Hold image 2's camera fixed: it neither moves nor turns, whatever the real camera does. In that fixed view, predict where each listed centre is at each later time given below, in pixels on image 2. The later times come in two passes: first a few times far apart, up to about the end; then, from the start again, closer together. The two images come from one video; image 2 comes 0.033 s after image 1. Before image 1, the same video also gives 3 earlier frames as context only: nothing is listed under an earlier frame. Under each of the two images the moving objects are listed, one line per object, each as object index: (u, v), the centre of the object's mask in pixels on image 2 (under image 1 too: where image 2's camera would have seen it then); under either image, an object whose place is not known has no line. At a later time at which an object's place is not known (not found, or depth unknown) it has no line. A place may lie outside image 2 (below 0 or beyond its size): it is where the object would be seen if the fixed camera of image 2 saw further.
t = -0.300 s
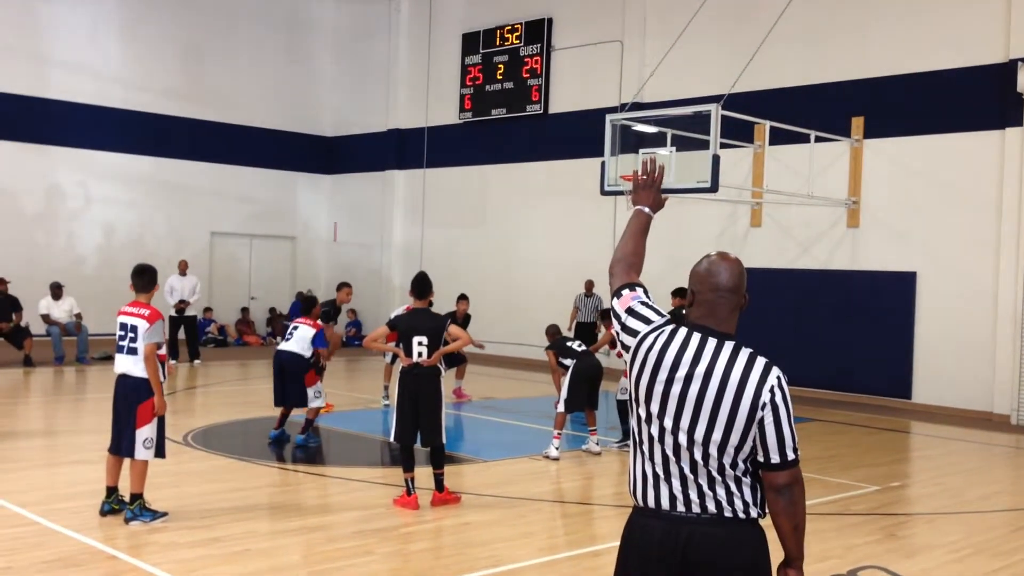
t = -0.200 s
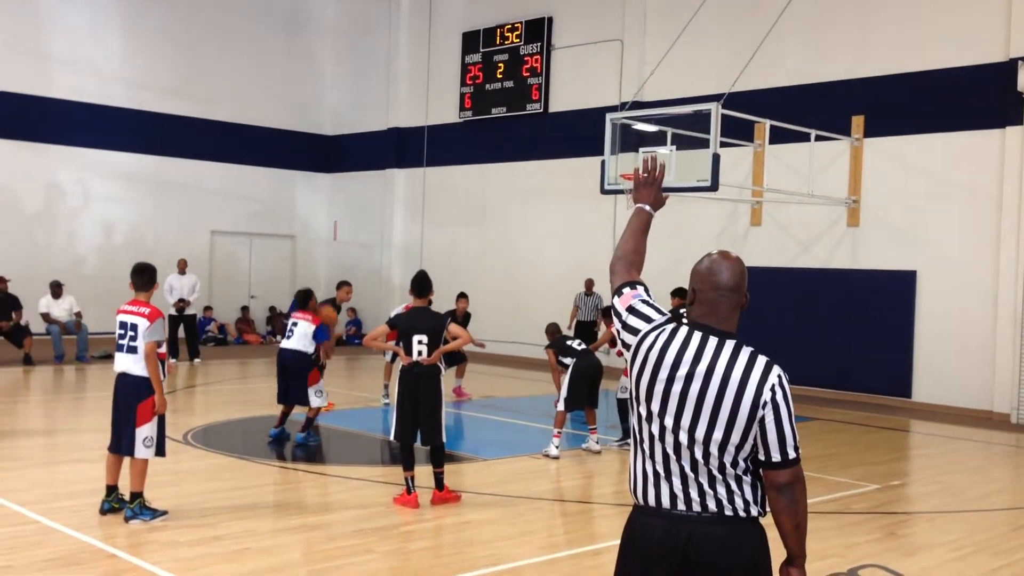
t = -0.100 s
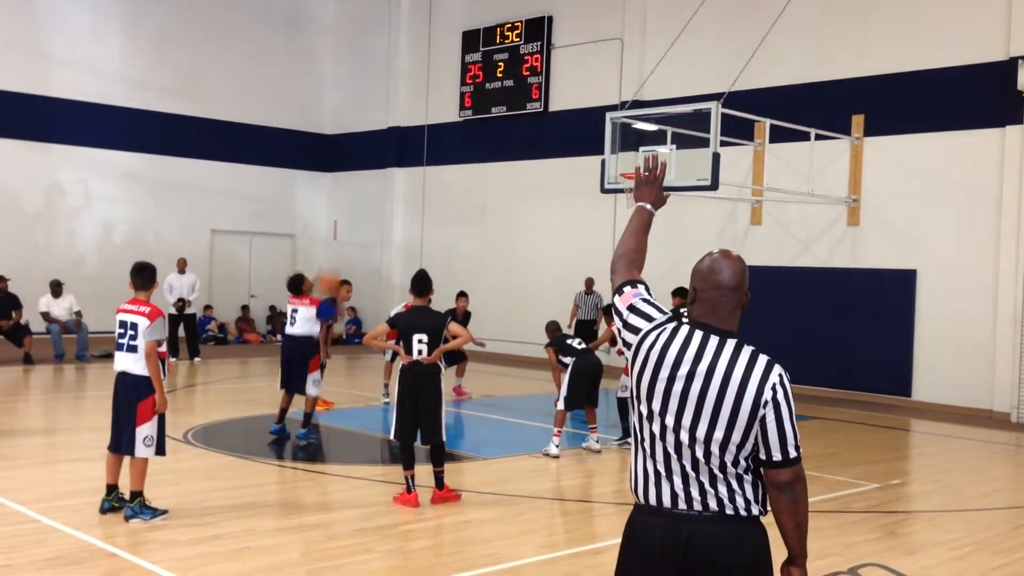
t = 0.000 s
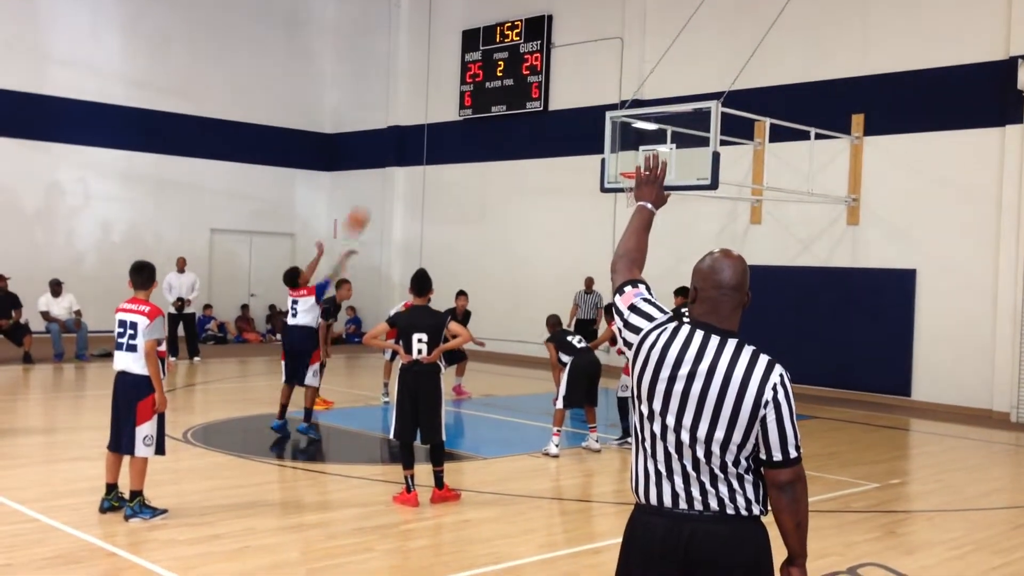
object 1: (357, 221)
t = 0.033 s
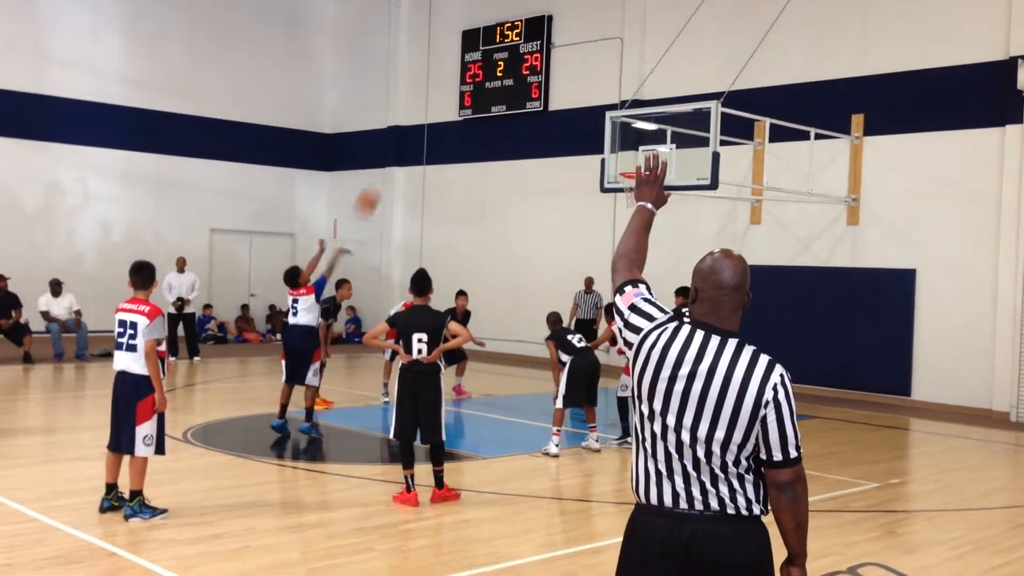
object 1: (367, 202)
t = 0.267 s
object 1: (440, 97)
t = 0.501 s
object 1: (502, 50)
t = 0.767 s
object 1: (565, 54)
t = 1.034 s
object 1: (617, 111)
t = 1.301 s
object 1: (650, 135)
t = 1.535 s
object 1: (660, 80)
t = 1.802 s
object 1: (670, 69)
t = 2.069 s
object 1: (678, 112)
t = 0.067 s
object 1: (379, 182)
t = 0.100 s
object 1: (389, 164)
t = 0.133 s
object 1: (399, 149)
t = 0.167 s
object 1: (408, 136)
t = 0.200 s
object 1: (419, 122)
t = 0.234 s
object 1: (431, 108)
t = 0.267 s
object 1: (440, 97)
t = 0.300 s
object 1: (448, 87)
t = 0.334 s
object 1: (458, 78)
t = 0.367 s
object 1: (468, 71)
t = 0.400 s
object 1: (477, 64)
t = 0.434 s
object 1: (486, 59)
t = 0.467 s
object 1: (493, 54)
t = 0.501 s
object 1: (502, 50)
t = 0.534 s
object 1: (510, 48)
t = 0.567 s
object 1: (519, 46)
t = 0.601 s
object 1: (527, 44)
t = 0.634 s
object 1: (535, 43)
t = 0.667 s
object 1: (543, 45)
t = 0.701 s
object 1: (549, 47)
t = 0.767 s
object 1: (565, 54)
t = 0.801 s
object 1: (572, 58)
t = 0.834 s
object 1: (579, 64)
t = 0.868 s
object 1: (586, 69)
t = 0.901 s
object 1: (592, 76)
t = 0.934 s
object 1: (599, 83)
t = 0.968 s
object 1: (605, 92)
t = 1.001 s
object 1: (612, 102)
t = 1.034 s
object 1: (617, 111)
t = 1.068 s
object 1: (624, 123)
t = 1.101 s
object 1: (628, 133)
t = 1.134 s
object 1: (635, 144)
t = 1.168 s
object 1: (639, 155)
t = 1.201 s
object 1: (656, 180)
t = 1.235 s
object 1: (648, 154)
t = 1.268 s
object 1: (648, 142)
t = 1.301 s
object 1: (650, 135)
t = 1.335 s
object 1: (651, 122)
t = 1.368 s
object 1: (652, 113)
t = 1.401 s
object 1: (654, 106)
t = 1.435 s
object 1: (656, 98)
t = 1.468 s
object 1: (657, 91)
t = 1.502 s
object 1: (658, 85)
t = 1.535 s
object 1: (660, 80)
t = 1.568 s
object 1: (661, 75)
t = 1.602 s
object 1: (662, 72)
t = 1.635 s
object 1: (664, 69)
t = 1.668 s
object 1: (665, 67)
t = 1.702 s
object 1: (667, 67)
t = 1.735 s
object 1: (668, 66)
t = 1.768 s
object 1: (669, 67)
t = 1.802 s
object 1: (670, 69)
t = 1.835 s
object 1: (671, 71)
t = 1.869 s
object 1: (672, 74)
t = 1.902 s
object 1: (673, 78)
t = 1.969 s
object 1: (675, 89)
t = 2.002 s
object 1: (676, 96)
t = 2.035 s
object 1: (677, 103)
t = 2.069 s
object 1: (678, 112)
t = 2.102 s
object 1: (679, 121)
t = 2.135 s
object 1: (680, 132)
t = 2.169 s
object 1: (680, 142)
